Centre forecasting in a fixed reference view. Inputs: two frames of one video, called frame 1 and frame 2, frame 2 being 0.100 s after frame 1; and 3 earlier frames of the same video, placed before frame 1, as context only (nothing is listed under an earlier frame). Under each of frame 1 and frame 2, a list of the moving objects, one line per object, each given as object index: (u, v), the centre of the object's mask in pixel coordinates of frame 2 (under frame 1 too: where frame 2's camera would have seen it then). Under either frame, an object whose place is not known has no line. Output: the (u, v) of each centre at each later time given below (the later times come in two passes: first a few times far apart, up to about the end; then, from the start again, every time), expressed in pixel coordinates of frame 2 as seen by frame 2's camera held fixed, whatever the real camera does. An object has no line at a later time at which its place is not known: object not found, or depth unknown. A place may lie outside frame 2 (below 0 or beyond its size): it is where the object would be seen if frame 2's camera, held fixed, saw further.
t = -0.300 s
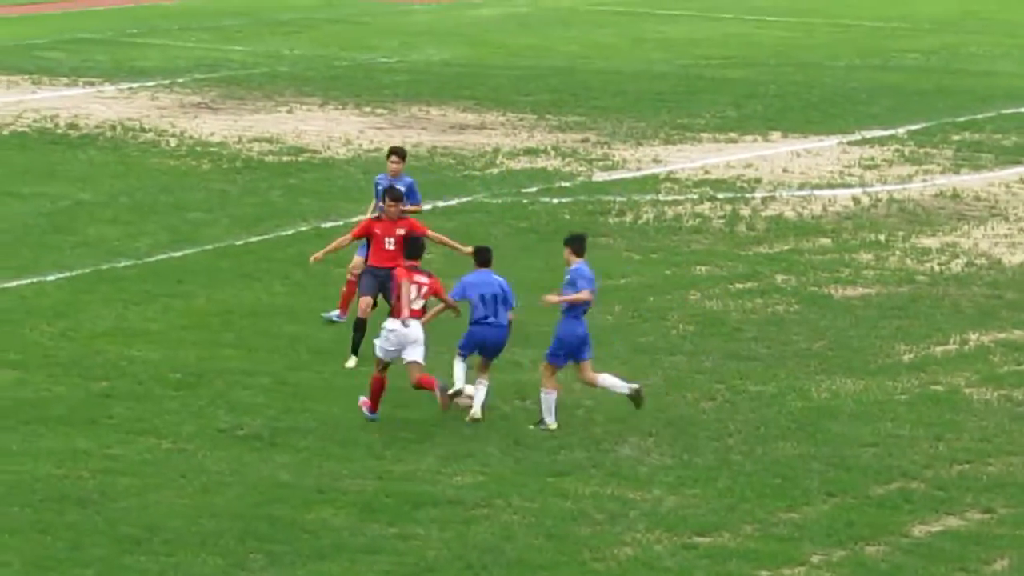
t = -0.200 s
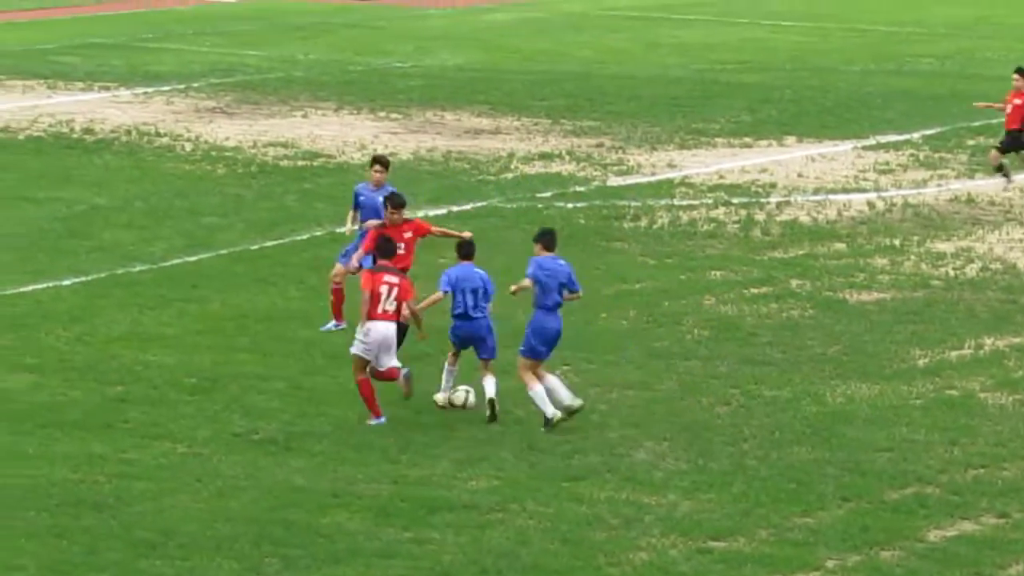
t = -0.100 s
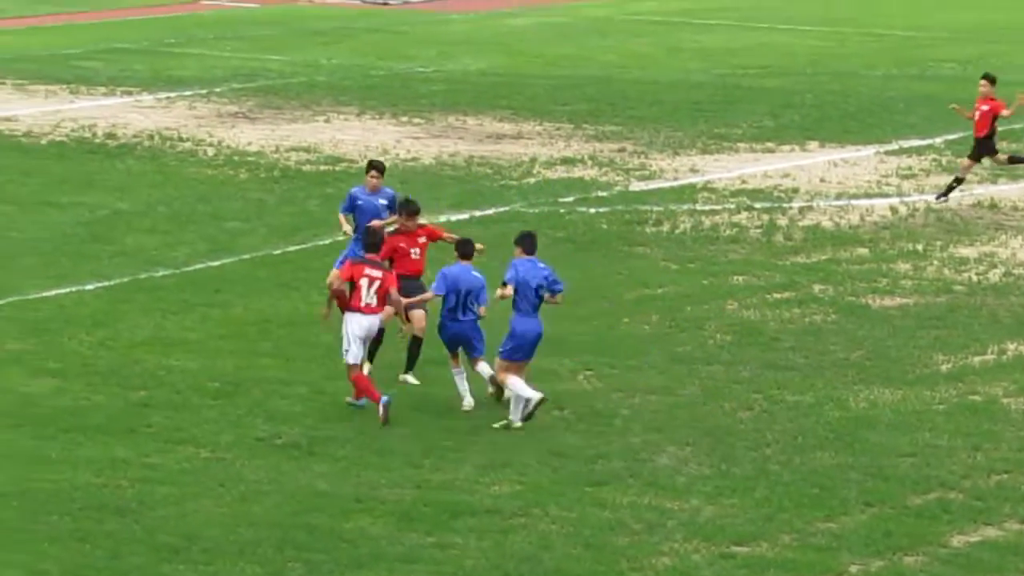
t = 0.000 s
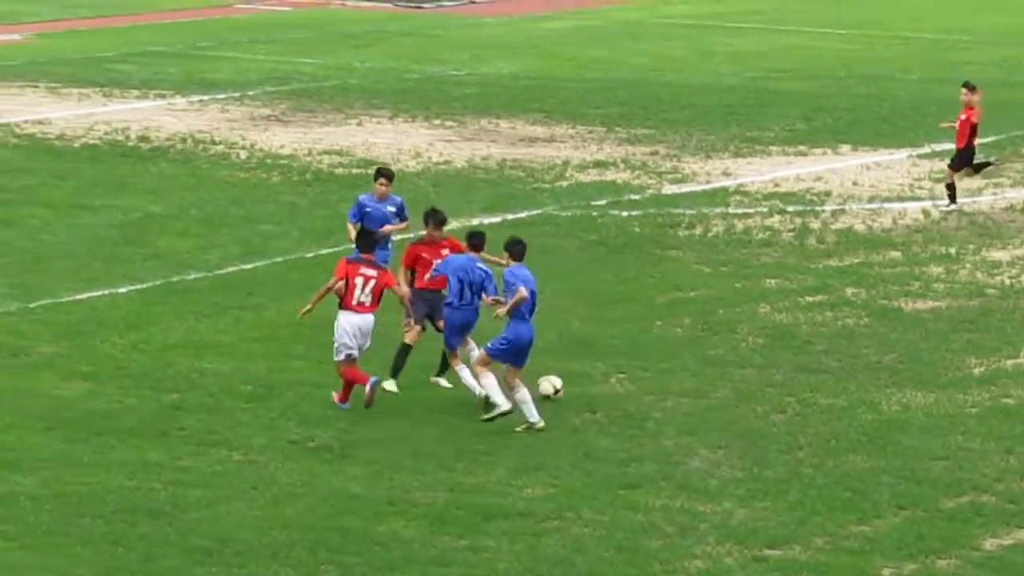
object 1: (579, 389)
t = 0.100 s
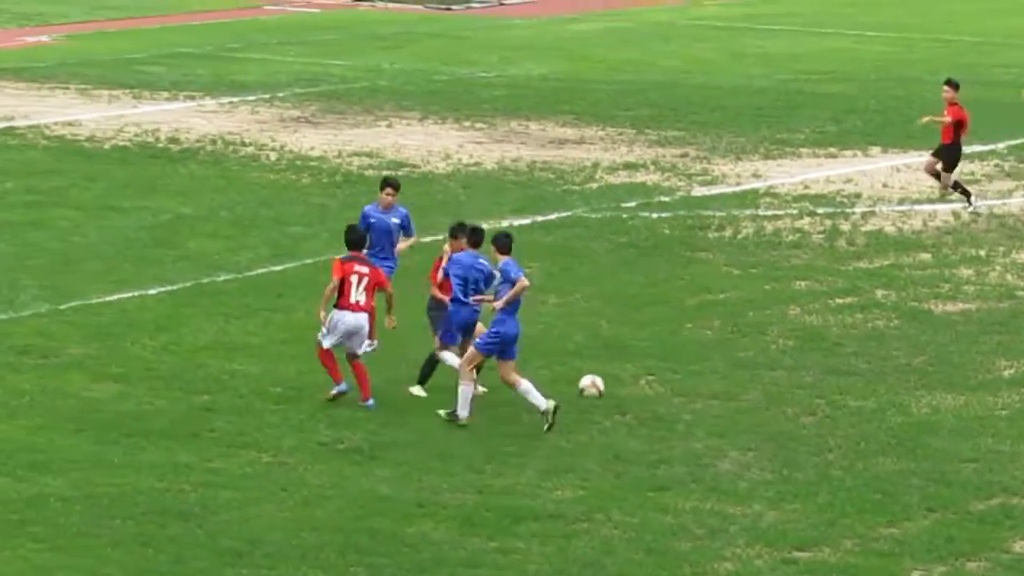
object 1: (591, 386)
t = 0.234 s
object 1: (599, 375)
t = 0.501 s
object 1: (610, 361)
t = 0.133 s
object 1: (593, 383)
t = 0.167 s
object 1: (595, 380)
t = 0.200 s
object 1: (597, 378)
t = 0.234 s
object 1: (599, 375)
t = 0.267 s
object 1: (601, 374)
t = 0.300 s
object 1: (602, 374)
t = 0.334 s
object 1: (604, 373)
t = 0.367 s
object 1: (606, 370)
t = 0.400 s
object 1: (608, 366)
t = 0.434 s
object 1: (608, 364)
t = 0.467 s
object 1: (609, 362)
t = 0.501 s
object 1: (610, 361)
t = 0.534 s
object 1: (612, 360)
